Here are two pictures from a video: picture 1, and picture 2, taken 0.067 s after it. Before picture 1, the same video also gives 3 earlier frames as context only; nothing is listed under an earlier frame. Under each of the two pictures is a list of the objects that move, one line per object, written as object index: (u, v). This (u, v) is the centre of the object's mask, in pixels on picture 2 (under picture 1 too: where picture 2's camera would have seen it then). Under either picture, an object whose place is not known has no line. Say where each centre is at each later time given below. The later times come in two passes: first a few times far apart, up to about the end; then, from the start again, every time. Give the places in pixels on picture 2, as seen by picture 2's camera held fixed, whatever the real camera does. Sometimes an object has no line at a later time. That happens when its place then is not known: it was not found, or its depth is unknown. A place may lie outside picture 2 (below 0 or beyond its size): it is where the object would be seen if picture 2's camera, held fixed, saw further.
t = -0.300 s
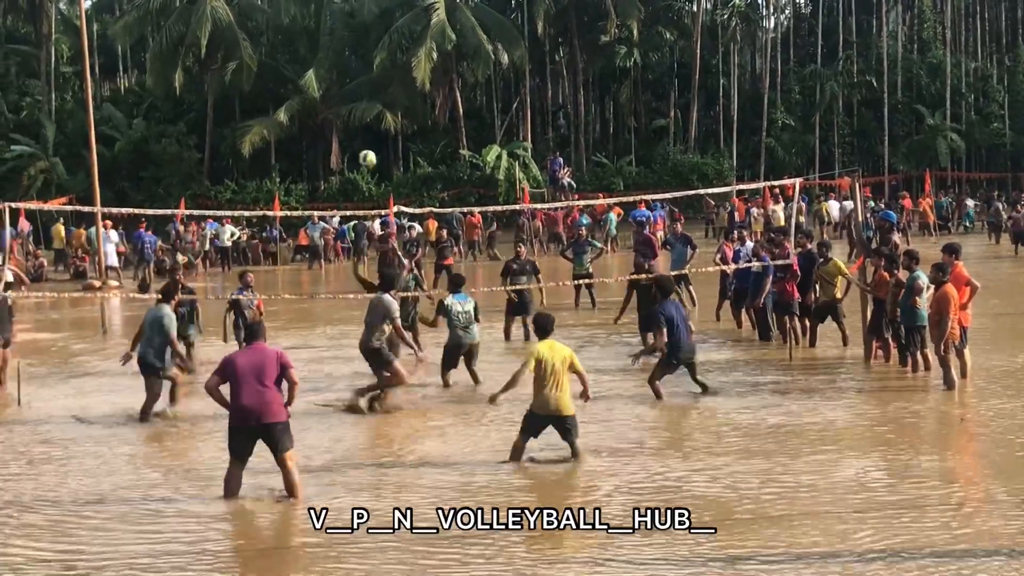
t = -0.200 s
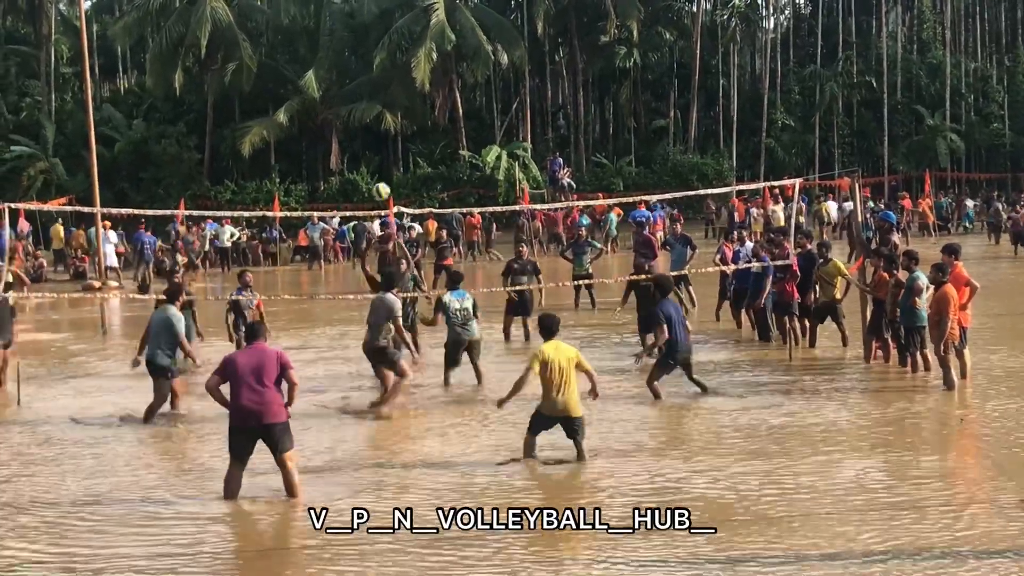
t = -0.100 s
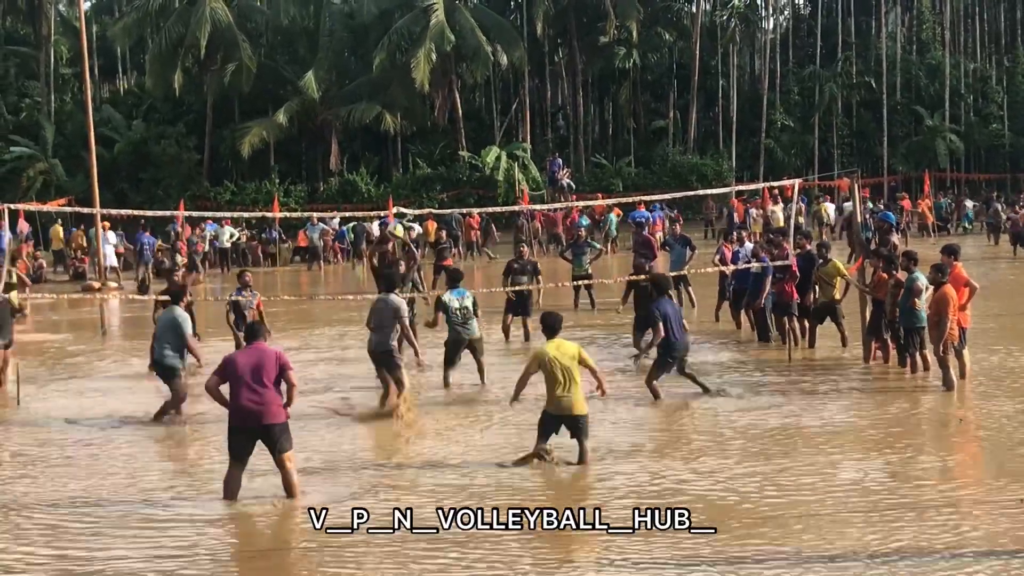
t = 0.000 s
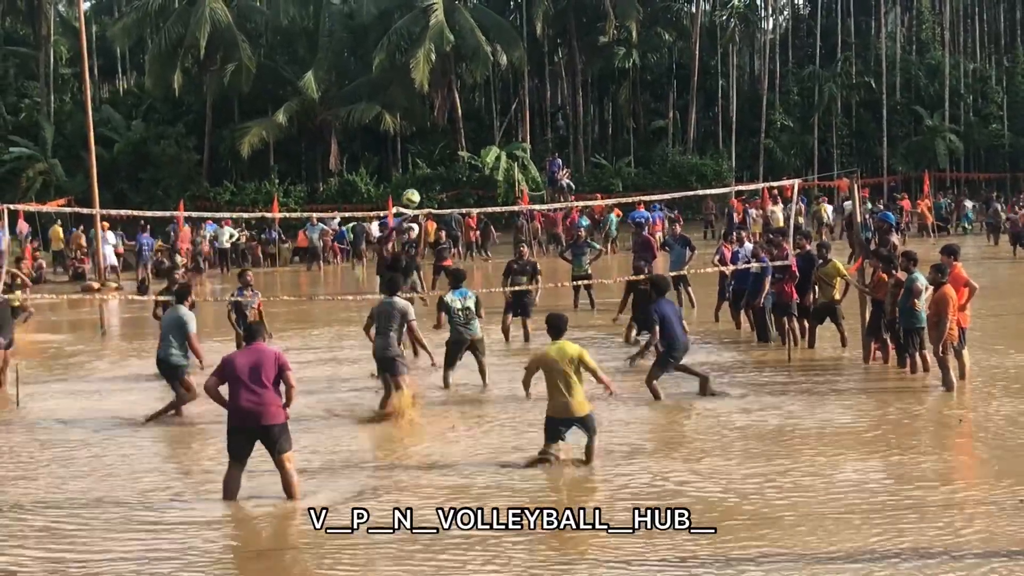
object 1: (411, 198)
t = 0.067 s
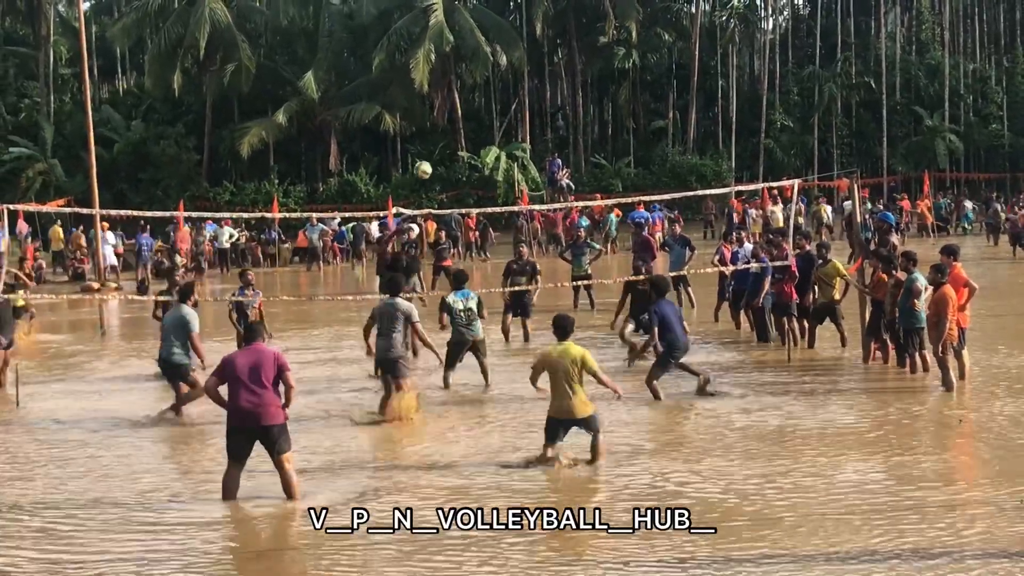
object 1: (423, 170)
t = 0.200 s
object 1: (447, 125)
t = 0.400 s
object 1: (486, 84)
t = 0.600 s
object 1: (526, 76)
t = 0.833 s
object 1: (574, 109)
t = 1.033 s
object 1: (614, 173)
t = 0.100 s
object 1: (429, 157)
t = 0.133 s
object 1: (435, 145)
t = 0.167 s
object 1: (441, 135)
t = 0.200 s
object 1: (447, 125)
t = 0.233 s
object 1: (453, 116)
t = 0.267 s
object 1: (460, 107)
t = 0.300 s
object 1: (467, 100)
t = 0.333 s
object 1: (473, 93)
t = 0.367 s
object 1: (479, 88)
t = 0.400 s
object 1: (486, 84)
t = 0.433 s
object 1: (492, 80)
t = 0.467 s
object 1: (499, 77)
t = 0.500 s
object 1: (505, 75)
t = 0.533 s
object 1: (512, 75)
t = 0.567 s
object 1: (519, 75)
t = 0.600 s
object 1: (526, 76)
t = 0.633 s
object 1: (532, 78)
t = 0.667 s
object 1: (539, 81)
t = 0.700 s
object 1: (546, 84)
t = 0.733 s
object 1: (553, 89)
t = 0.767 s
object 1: (560, 95)
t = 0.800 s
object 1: (567, 101)
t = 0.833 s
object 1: (574, 109)
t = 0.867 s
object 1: (580, 117)
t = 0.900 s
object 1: (587, 127)
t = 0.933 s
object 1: (594, 137)
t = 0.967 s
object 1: (601, 148)
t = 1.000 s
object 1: (607, 159)
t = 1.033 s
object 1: (614, 173)
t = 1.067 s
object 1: (621, 186)
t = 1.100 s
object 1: (629, 201)
